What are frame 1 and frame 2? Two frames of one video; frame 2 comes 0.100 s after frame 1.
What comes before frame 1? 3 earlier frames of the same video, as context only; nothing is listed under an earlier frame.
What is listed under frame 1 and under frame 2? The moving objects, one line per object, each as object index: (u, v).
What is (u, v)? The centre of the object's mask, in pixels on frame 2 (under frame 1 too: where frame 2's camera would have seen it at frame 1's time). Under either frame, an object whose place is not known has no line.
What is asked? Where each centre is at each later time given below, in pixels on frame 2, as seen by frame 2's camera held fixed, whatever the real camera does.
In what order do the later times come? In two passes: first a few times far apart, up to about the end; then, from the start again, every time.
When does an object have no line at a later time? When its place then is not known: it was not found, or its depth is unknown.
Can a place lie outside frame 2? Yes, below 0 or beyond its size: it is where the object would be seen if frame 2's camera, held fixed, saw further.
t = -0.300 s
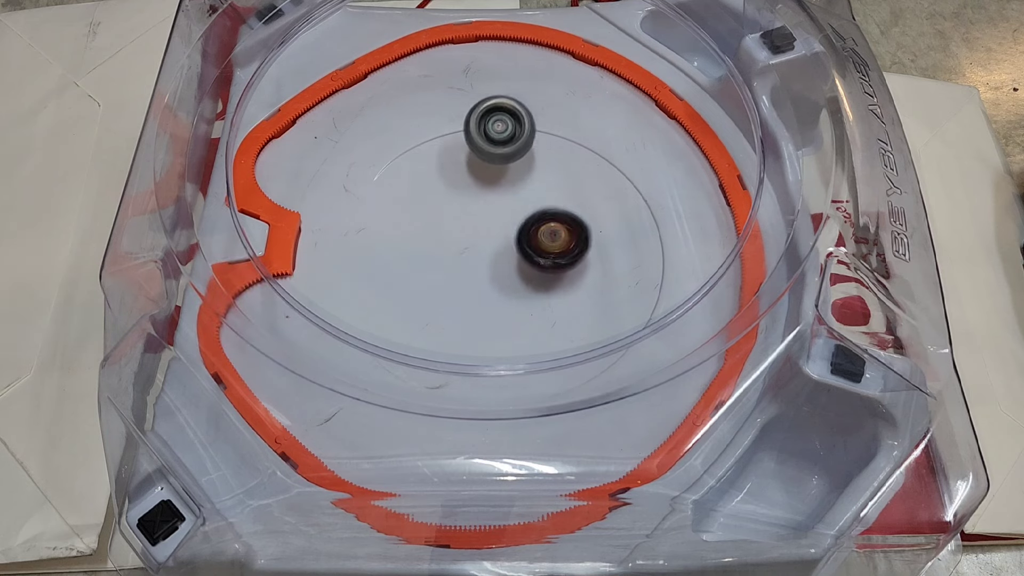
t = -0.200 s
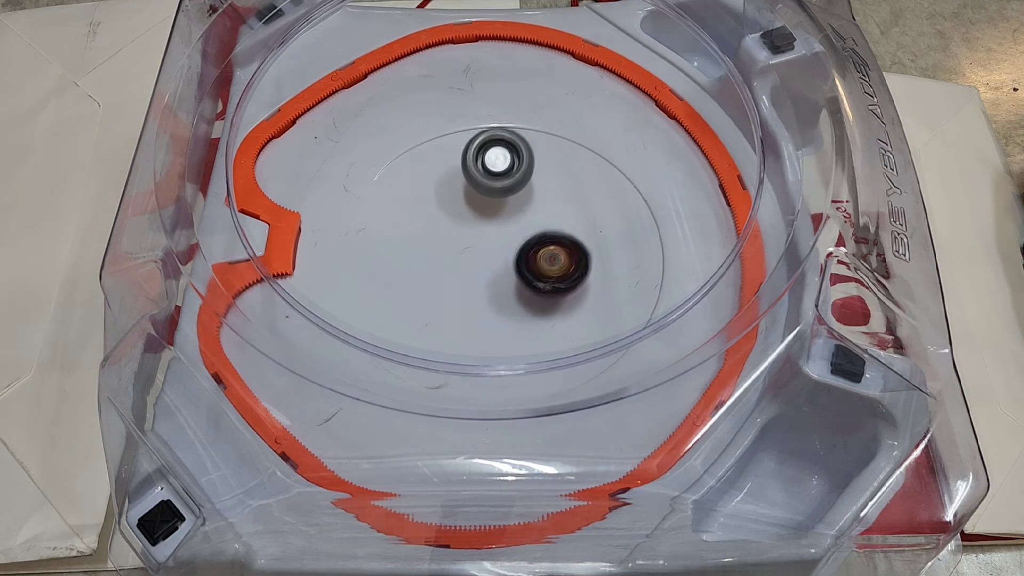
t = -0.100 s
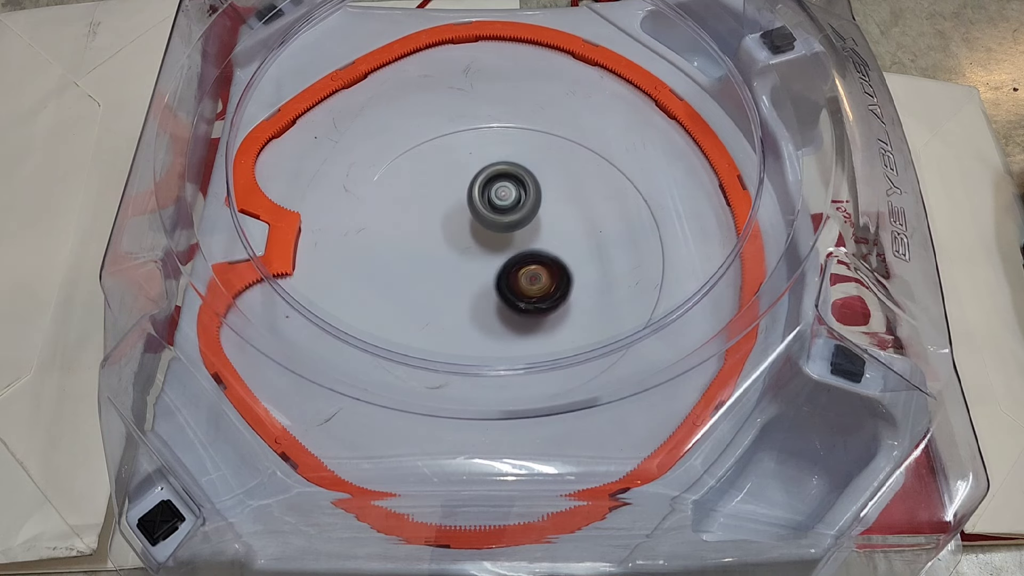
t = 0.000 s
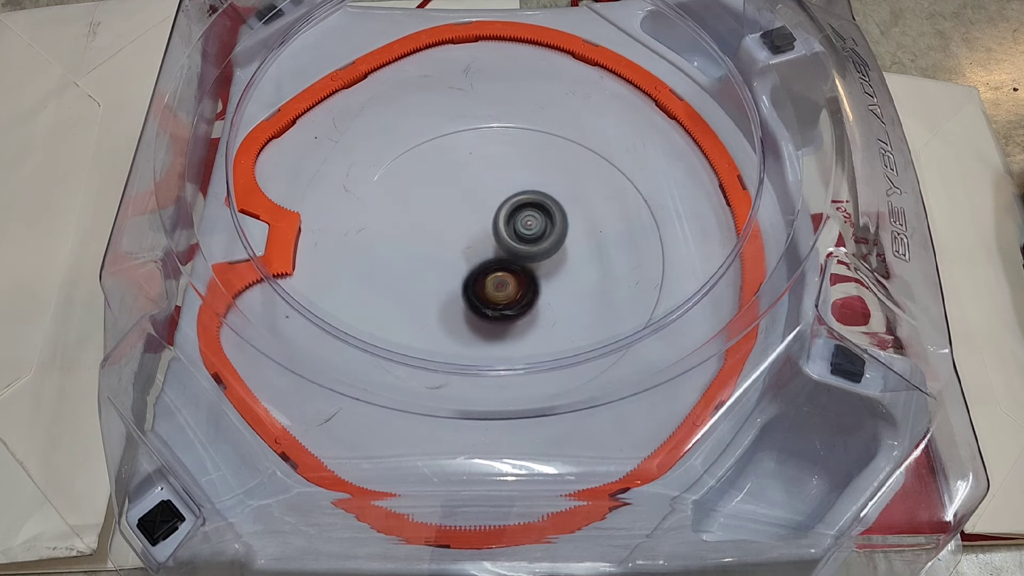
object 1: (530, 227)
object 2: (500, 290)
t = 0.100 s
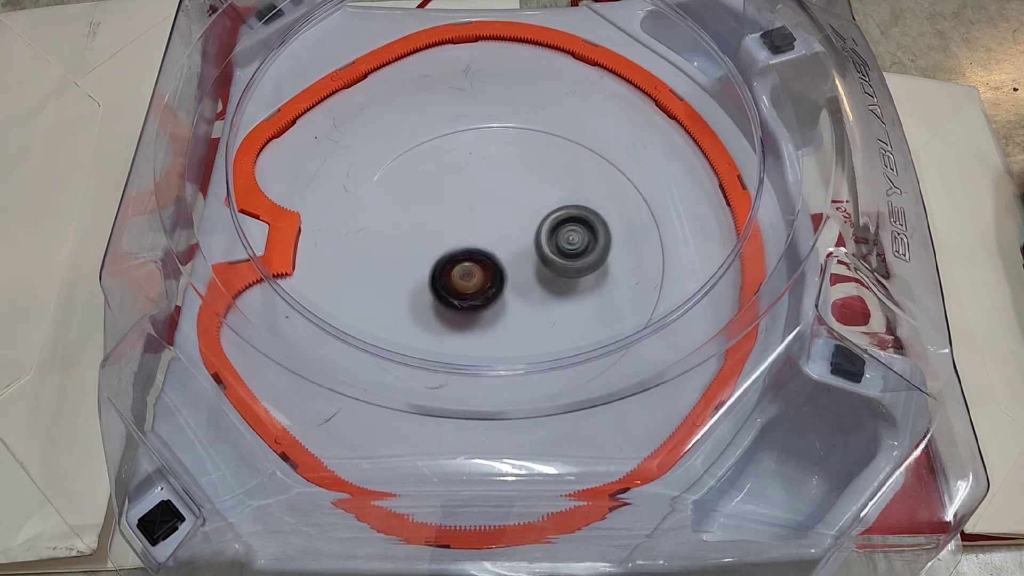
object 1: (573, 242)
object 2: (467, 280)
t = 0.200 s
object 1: (617, 238)
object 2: (448, 259)
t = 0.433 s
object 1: (630, 205)
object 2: (462, 206)
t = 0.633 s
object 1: (588, 212)
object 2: (495, 194)
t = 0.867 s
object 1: (602, 274)
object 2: (489, 205)
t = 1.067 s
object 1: (590, 288)
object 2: (475, 238)
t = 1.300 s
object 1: (555, 289)
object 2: (440, 265)
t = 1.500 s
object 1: (506, 299)
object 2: (432, 265)
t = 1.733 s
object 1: (509, 353)
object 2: (450, 212)
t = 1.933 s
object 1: (511, 329)
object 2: (519, 216)
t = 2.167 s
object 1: (368, 326)
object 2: (649, 192)
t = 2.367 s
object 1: (248, 341)
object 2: (704, 174)
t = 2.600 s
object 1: (291, 324)
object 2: (701, 174)
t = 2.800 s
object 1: (278, 275)
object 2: (657, 179)
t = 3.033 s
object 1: (289, 265)
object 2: (539, 236)
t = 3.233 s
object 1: (337, 259)
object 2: (393, 223)
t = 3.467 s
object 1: (400, 283)
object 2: (389, 141)
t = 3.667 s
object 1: (512, 235)
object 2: (456, 168)
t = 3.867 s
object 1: (622, 195)
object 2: (471, 231)
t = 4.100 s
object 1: (603, 156)
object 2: (460, 315)
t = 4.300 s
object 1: (566, 167)
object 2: (432, 334)
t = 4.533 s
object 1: (556, 223)
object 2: (457, 295)
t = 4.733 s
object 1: (675, 247)
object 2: (409, 242)
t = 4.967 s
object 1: (708, 264)
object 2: (411, 146)
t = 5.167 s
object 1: (683, 299)
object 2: (516, 138)
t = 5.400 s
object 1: (629, 352)
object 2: (592, 258)
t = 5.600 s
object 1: (554, 477)
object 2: (510, 302)
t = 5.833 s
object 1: (439, 425)
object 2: (453, 244)
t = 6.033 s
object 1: (374, 443)
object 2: (479, 195)
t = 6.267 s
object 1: (353, 402)
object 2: (539, 196)
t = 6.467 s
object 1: (305, 328)
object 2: (547, 250)
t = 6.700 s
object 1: (279, 270)
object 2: (477, 289)
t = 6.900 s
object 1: (288, 268)
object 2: (419, 263)
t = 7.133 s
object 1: (388, 260)
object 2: (447, 211)
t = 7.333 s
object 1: (439, 287)
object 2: (606, 168)
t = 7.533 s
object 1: (529, 260)
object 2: (702, 211)
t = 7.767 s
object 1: (562, 219)
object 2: (712, 261)
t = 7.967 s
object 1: (547, 214)
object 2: (638, 298)
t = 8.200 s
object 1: (532, 227)
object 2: (433, 290)
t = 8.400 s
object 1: (522, 258)
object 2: (361, 160)
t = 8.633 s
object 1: (501, 278)
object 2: (373, 99)
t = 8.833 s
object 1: (483, 278)
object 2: (389, 80)
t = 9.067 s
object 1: (463, 266)
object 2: (428, 96)
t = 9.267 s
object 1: (453, 261)
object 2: (508, 157)
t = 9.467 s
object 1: (451, 255)
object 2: (568, 298)
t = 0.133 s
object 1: (588, 242)
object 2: (458, 273)
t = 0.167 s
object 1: (603, 241)
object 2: (452, 266)
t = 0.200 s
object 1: (617, 238)
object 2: (448, 259)
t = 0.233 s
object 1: (630, 234)
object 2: (445, 251)
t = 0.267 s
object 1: (641, 228)
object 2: (444, 242)
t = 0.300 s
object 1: (650, 222)
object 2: (444, 234)
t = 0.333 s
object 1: (653, 216)
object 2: (447, 226)
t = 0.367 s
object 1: (646, 211)
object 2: (450, 219)
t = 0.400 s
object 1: (638, 208)
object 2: (456, 212)
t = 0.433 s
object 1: (630, 205)
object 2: (462, 206)
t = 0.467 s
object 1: (620, 203)
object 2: (469, 202)
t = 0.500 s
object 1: (610, 201)
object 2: (478, 199)
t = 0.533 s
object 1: (599, 200)
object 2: (486, 196)
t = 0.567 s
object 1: (588, 201)
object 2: (495, 195)
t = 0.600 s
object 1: (581, 204)
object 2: (501, 195)
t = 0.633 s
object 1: (588, 212)
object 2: (495, 194)
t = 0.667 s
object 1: (593, 220)
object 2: (492, 194)
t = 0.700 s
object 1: (597, 231)
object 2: (490, 193)
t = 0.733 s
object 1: (600, 241)
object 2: (490, 195)
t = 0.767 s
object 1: (603, 251)
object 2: (490, 196)
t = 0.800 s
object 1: (604, 260)
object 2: (489, 199)
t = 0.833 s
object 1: (604, 268)
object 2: (489, 202)
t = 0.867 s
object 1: (602, 274)
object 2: (489, 205)
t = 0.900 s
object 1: (601, 279)
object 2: (488, 209)
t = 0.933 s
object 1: (598, 283)
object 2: (486, 214)
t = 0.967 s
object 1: (596, 285)
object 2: (484, 219)
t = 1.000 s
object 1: (594, 287)
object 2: (482, 225)
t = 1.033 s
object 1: (592, 287)
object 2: (479, 231)
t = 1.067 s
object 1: (590, 288)
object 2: (475, 238)
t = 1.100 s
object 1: (587, 288)
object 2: (470, 244)
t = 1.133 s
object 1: (583, 288)
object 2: (466, 249)
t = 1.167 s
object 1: (579, 288)
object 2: (461, 253)
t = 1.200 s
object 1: (575, 288)
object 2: (455, 258)
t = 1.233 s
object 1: (569, 288)
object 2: (450, 261)
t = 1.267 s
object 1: (563, 288)
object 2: (445, 264)
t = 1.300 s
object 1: (555, 289)
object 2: (440, 265)
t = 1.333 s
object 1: (547, 289)
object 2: (436, 267)
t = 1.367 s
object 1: (539, 290)
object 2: (434, 267)
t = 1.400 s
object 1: (531, 291)
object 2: (433, 266)
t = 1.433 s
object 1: (523, 294)
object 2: (431, 266)
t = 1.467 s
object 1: (514, 296)
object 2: (431, 266)
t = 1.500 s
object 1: (506, 299)
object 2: (432, 265)
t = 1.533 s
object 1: (497, 303)
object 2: (434, 263)
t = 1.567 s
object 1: (498, 313)
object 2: (431, 254)
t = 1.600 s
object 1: (501, 327)
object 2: (428, 243)
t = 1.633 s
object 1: (504, 335)
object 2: (429, 233)
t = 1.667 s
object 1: (506, 340)
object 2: (434, 225)
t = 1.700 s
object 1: (507, 343)
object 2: (441, 217)
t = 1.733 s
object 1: (509, 353)
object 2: (450, 212)
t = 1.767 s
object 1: (510, 353)
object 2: (460, 208)
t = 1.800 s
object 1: (510, 351)
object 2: (472, 206)
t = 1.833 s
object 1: (511, 343)
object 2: (484, 206)
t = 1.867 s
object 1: (511, 340)
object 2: (496, 208)
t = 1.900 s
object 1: (512, 336)
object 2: (508, 212)
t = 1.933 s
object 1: (511, 329)
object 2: (519, 216)
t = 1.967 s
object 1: (510, 320)
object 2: (530, 222)
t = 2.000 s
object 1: (507, 311)
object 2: (537, 229)
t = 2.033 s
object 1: (503, 302)
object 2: (543, 237)
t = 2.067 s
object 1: (493, 295)
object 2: (548, 245)
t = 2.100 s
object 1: (445, 311)
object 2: (585, 225)
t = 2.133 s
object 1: (402, 321)
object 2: (619, 206)
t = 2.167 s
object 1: (368, 326)
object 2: (649, 192)
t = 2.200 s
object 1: (340, 332)
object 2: (664, 184)
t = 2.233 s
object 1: (318, 333)
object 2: (678, 179)
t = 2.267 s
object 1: (294, 336)
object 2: (694, 174)
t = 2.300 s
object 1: (272, 338)
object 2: (707, 170)
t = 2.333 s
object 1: (253, 339)
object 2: (707, 171)
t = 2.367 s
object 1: (248, 341)
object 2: (704, 174)
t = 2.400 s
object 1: (264, 344)
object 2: (702, 175)
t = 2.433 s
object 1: (276, 344)
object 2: (702, 176)
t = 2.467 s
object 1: (283, 344)
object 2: (702, 177)
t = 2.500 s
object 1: (288, 340)
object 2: (703, 177)
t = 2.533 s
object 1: (290, 337)
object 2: (703, 175)
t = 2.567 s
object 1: (291, 332)
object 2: (703, 174)
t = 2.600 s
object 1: (291, 324)
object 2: (701, 174)
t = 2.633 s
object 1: (291, 317)
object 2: (698, 174)
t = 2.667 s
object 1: (288, 310)
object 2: (694, 174)
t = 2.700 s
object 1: (285, 302)
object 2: (687, 175)
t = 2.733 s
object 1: (282, 292)
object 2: (678, 175)
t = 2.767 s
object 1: (280, 283)
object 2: (669, 177)
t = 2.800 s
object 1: (278, 275)
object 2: (657, 179)
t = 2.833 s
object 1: (277, 268)
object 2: (646, 183)
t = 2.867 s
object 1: (276, 262)
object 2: (632, 193)
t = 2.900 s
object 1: (277, 263)
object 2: (617, 202)
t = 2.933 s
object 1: (278, 267)
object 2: (600, 212)
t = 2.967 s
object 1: (281, 269)
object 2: (582, 221)
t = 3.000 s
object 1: (285, 268)
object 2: (562, 229)
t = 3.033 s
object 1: (289, 265)
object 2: (539, 236)
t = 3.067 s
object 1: (294, 260)
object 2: (514, 241)
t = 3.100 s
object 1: (299, 266)
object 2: (489, 243)
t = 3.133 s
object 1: (306, 269)
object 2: (463, 243)
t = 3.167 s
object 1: (315, 269)
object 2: (438, 240)
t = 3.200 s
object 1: (326, 265)
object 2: (413, 233)
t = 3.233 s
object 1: (337, 259)
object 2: (393, 223)
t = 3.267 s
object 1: (336, 263)
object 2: (384, 204)
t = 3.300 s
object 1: (335, 278)
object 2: (380, 186)
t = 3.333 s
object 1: (340, 281)
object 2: (378, 172)
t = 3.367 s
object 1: (348, 283)
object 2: (376, 160)
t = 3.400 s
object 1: (362, 284)
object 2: (379, 152)
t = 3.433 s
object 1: (380, 284)
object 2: (384, 145)
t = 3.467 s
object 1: (400, 283)
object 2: (389, 141)
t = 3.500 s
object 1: (421, 280)
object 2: (399, 139)
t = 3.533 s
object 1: (442, 275)
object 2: (412, 140)
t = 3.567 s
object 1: (462, 267)
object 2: (423, 144)
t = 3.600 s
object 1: (480, 258)
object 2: (435, 150)
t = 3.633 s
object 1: (497, 247)
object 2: (446, 158)
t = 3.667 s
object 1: (512, 235)
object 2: (456, 168)
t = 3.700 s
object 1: (524, 222)
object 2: (466, 179)
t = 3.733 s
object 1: (545, 214)
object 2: (469, 189)
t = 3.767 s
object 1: (570, 210)
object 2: (466, 198)
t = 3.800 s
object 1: (593, 207)
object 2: (467, 208)
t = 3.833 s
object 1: (609, 201)
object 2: (469, 220)
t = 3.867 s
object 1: (622, 195)
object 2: (471, 231)
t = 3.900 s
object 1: (630, 187)
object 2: (473, 243)
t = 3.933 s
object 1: (635, 177)
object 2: (474, 257)
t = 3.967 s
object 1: (636, 168)
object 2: (473, 270)
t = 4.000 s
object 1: (629, 164)
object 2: (472, 282)
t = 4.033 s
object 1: (620, 161)
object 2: (469, 295)
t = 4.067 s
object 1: (611, 158)
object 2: (465, 306)
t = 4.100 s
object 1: (603, 156)
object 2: (460, 315)
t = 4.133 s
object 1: (595, 155)
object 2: (456, 322)
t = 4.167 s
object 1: (589, 156)
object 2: (451, 327)
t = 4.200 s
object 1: (582, 157)
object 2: (445, 331)
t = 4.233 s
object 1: (576, 159)
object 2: (440, 333)
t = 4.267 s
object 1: (571, 163)
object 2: (436, 334)
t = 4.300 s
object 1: (566, 167)
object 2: (432, 334)
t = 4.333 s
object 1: (562, 173)
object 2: (429, 333)
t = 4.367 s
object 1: (558, 179)
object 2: (427, 330)
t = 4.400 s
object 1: (555, 187)
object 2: (429, 326)
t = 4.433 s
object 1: (553, 195)
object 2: (434, 318)
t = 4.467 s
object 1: (553, 204)
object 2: (440, 310)
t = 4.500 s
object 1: (554, 214)
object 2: (448, 301)
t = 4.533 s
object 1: (556, 223)
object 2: (457, 295)
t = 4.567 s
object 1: (559, 233)
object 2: (468, 286)
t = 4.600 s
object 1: (563, 241)
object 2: (478, 279)
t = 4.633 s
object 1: (567, 249)
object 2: (487, 270)
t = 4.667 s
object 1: (612, 251)
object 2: (457, 263)
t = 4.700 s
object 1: (652, 252)
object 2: (430, 254)
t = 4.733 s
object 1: (675, 247)
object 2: (409, 242)
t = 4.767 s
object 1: (693, 250)
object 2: (394, 229)
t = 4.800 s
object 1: (708, 253)
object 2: (385, 214)
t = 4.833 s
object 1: (719, 257)
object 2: (380, 200)
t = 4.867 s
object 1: (727, 262)
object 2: (381, 184)
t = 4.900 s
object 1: (725, 263)
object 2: (388, 170)
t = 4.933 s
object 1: (715, 263)
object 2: (398, 157)
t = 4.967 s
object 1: (708, 264)
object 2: (411, 146)
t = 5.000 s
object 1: (702, 267)
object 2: (425, 137)
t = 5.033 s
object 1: (698, 271)
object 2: (442, 131)
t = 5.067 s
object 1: (695, 277)
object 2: (459, 129)
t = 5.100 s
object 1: (691, 284)
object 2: (476, 129)
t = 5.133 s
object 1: (687, 292)
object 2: (496, 131)
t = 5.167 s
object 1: (683, 299)
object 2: (516, 138)
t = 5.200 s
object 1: (677, 307)
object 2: (535, 147)
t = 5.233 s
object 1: (671, 316)
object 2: (552, 160)
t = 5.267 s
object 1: (665, 323)
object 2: (568, 177)
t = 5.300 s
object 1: (658, 330)
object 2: (580, 195)
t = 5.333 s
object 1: (649, 337)
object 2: (588, 215)
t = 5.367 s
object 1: (639, 344)
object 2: (592, 236)
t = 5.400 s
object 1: (629, 352)
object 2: (592, 258)
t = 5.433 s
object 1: (619, 357)
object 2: (587, 279)
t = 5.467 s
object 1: (610, 368)
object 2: (577, 300)
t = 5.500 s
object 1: (599, 375)
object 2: (562, 319)
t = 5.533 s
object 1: (586, 405)
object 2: (545, 317)
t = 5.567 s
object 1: (572, 449)
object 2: (528, 309)
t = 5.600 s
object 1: (554, 477)
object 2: (510, 302)
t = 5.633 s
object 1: (537, 457)
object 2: (495, 296)
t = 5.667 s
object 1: (520, 451)
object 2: (483, 290)
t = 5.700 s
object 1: (505, 430)
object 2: (472, 282)
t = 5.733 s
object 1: (488, 425)
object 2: (464, 274)
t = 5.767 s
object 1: (472, 423)
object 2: (459, 264)
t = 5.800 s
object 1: (456, 423)
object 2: (455, 254)
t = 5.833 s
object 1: (439, 425)
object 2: (453, 244)
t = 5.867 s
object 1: (421, 431)
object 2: (453, 234)
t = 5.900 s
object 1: (400, 443)
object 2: (455, 225)
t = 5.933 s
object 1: (380, 446)
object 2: (458, 216)
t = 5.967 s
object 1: (360, 450)
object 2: (464, 208)
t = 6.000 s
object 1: (362, 449)
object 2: (471, 201)
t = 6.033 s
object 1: (374, 443)
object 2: (479, 195)
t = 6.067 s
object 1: (381, 439)
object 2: (488, 190)
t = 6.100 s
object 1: (384, 436)
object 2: (496, 187)
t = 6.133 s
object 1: (383, 432)
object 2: (506, 185)
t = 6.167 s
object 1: (378, 429)
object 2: (515, 186)
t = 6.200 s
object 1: (373, 419)
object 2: (523, 187)
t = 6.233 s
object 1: (364, 411)
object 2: (532, 191)
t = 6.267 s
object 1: (353, 402)
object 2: (539, 196)
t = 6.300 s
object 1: (341, 396)
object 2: (545, 203)
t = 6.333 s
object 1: (334, 379)
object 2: (550, 211)
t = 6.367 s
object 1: (323, 370)
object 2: (553, 220)
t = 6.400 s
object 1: (313, 358)
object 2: (553, 230)
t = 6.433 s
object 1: (308, 345)
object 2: (551, 240)
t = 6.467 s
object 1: (305, 328)
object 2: (547, 250)
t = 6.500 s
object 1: (299, 317)
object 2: (540, 259)
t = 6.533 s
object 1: (295, 305)
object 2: (532, 267)
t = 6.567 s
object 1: (294, 288)
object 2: (523, 275)
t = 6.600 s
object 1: (292, 275)
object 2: (512, 281)
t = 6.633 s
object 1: (292, 263)
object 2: (501, 285)
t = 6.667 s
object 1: (288, 261)
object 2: (489, 288)
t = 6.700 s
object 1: (279, 270)
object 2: (477, 289)
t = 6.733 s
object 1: (274, 275)
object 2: (464, 289)
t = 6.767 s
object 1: (272, 276)
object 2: (452, 287)
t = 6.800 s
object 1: (273, 274)
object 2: (441, 282)
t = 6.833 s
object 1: (277, 269)
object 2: (432, 278)
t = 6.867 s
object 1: (283, 264)
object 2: (424, 271)
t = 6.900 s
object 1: (288, 268)
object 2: (419, 263)
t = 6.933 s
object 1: (295, 272)
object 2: (416, 253)
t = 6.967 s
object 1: (305, 273)
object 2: (415, 245)
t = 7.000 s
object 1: (316, 271)
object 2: (417, 237)
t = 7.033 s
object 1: (330, 268)
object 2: (422, 229)
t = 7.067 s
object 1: (347, 264)
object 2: (428, 222)
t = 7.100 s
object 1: (366, 261)
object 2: (437, 216)
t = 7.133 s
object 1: (388, 260)
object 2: (447, 211)
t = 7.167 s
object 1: (410, 258)
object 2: (458, 208)
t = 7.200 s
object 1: (423, 259)
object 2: (477, 201)
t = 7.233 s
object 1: (419, 269)
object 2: (511, 188)
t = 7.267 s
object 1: (420, 278)
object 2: (544, 177)
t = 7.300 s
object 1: (427, 284)
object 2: (576, 170)
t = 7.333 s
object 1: (439, 287)
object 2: (606, 168)
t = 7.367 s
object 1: (455, 287)
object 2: (632, 169)
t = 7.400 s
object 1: (472, 283)
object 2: (650, 178)
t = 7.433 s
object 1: (489, 278)
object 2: (667, 190)
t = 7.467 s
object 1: (504, 273)
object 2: (680, 198)
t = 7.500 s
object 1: (517, 267)
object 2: (692, 205)
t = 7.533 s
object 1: (529, 260)
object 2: (702, 211)
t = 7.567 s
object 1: (539, 252)
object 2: (710, 217)
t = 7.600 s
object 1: (548, 245)
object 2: (714, 223)
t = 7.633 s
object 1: (554, 238)
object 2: (716, 229)
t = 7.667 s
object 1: (559, 232)
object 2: (720, 239)
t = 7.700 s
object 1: (562, 227)
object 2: (719, 247)
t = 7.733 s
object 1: (563, 222)
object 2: (716, 254)
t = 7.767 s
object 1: (562, 219)
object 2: (712, 261)
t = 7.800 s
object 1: (561, 217)
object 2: (705, 268)
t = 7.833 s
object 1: (559, 215)
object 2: (696, 275)
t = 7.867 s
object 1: (556, 213)
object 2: (685, 280)
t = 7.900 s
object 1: (553, 213)
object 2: (668, 282)
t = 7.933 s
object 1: (550, 213)
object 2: (655, 289)
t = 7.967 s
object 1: (547, 214)
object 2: (638, 298)
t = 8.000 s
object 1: (545, 215)
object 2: (616, 306)
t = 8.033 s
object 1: (542, 217)
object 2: (589, 316)
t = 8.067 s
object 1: (539, 219)
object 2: (558, 320)
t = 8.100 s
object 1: (536, 221)
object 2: (525, 319)
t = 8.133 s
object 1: (535, 222)
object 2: (493, 315)
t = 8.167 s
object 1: (533, 224)
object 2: (461, 304)
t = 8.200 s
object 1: (532, 227)
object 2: (433, 290)
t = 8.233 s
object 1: (532, 231)
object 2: (408, 272)
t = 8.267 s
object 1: (532, 237)
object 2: (388, 251)
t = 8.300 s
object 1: (531, 243)
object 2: (373, 228)
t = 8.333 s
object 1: (528, 249)
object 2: (364, 205)
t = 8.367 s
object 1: (525, 254)
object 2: (361, 181)
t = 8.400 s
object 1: (522, 258)
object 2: (361, 160)
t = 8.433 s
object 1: (518, 261)
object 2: (365, 144)
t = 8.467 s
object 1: (515, 265)
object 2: (367, 133)
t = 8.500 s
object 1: (512, 268)
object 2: (369, 124)
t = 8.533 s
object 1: (510, 271)
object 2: (369, 117)
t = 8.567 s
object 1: (507, 274)
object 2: (370, 110)
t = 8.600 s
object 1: (504, 276)
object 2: (371, 105)
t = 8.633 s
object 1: (501, 278)
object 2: (373, 99)
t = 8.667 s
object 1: (498, 279)
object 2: (375, 95)
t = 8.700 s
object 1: (495, 279)
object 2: (376, 90)
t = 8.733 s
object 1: (491, 280)
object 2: (378, 86)
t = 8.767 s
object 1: (488, 280)
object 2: (381, 83)
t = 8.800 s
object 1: (486, 279)
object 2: (385, 81)
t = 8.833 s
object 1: (483, 278)
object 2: (389, 80)
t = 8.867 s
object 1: (480, 277)
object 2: (393, 80)
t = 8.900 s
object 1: (477, 276)
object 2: (398, 81)
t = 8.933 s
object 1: (474, 274)
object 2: (403, 82)
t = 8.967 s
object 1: (471, 272)
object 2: (409, 85)
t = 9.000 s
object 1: (468, 270)
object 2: (416, 88)
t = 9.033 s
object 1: (465, 268)
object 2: (422, 92)
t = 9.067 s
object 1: (463, 266)
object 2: (428, 96)
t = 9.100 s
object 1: (460, 264)
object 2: (435, 102)
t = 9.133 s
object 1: (457, 263)
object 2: (443, 108)
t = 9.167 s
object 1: (455, 262)
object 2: (454, 118)
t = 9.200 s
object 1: (454, 261)
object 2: (470, 128)
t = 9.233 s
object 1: (453, 260)
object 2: (489, 141)
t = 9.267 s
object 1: (453, 261)
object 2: (508, 157)
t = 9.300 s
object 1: (451, 261)
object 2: (527, 175)
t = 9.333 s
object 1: (450, 261)
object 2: (543, 196)
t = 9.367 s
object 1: (450, 261)
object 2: (557, 220)
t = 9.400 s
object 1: (450, 259)
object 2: (565, 245)
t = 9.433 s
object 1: (450, 258)
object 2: (570, 272)
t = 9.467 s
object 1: (451, 255)
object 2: (568, 298)
